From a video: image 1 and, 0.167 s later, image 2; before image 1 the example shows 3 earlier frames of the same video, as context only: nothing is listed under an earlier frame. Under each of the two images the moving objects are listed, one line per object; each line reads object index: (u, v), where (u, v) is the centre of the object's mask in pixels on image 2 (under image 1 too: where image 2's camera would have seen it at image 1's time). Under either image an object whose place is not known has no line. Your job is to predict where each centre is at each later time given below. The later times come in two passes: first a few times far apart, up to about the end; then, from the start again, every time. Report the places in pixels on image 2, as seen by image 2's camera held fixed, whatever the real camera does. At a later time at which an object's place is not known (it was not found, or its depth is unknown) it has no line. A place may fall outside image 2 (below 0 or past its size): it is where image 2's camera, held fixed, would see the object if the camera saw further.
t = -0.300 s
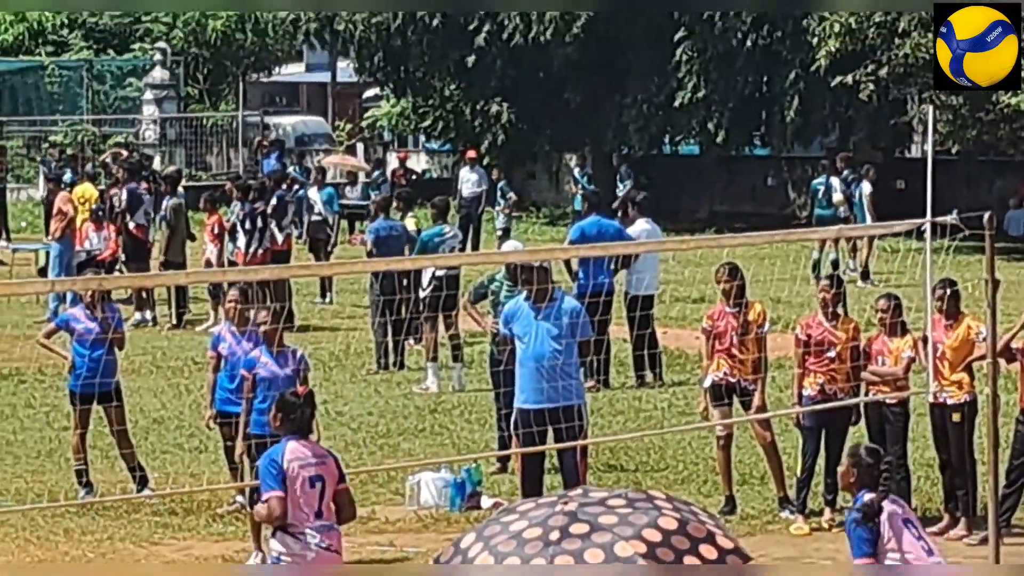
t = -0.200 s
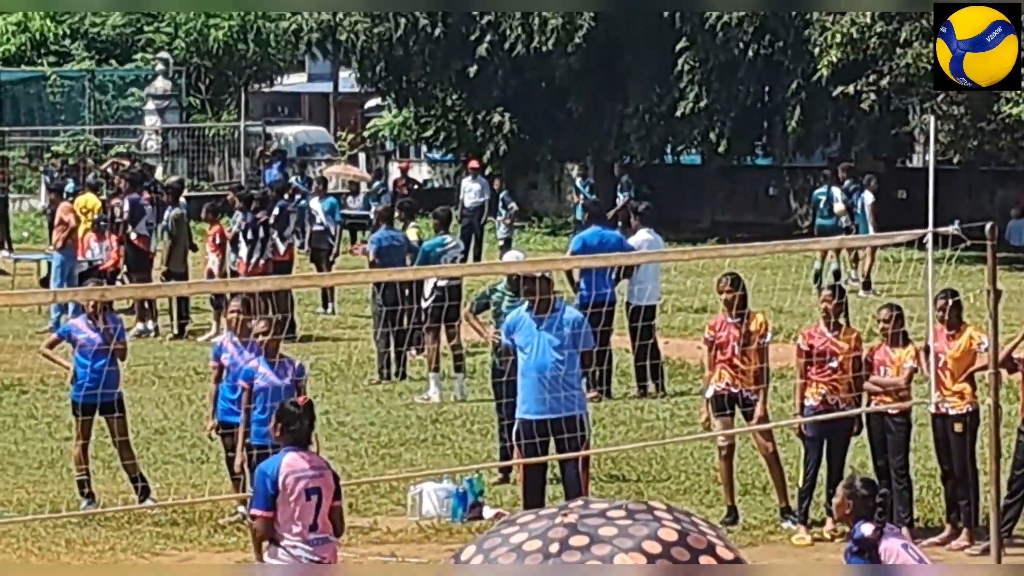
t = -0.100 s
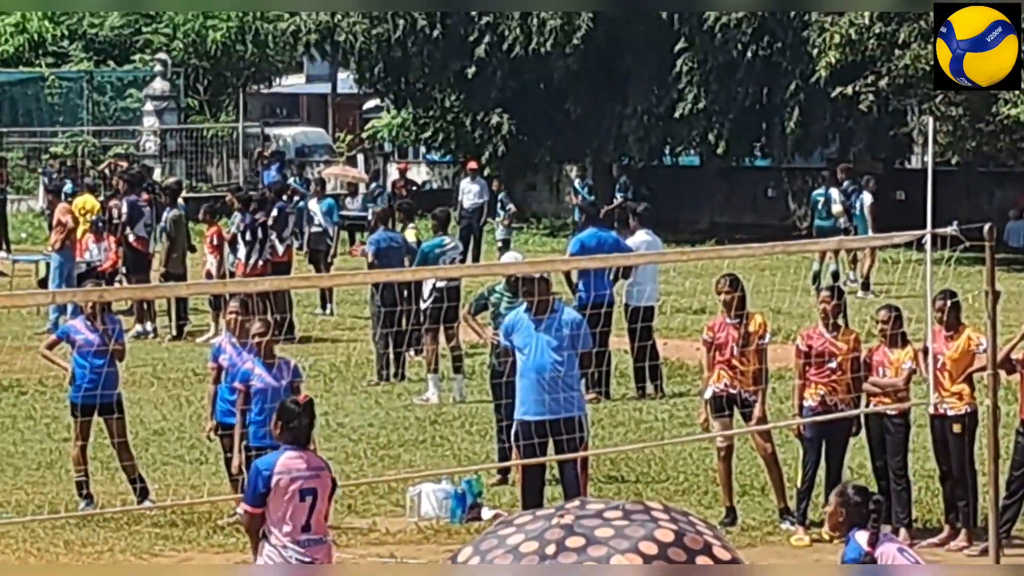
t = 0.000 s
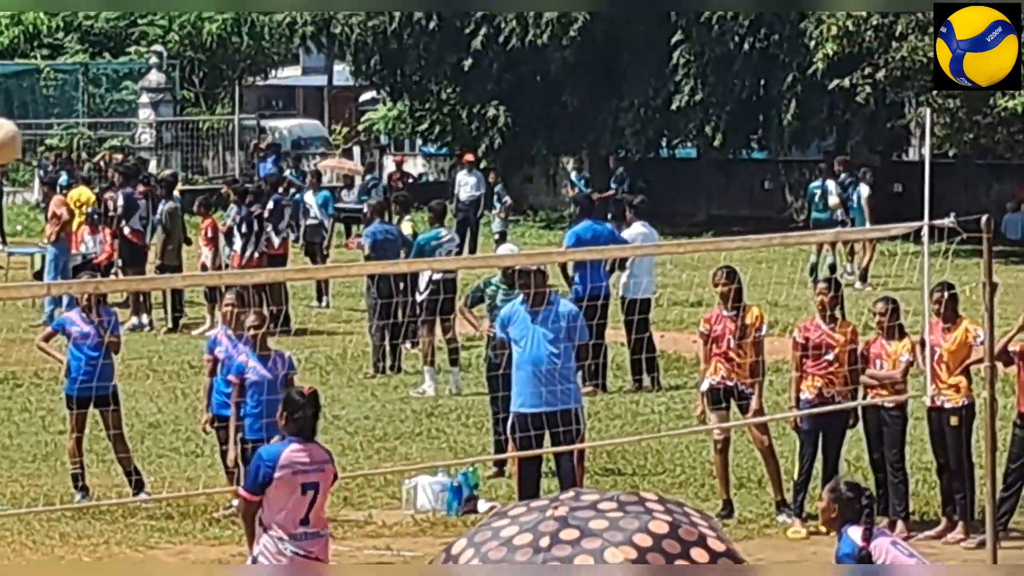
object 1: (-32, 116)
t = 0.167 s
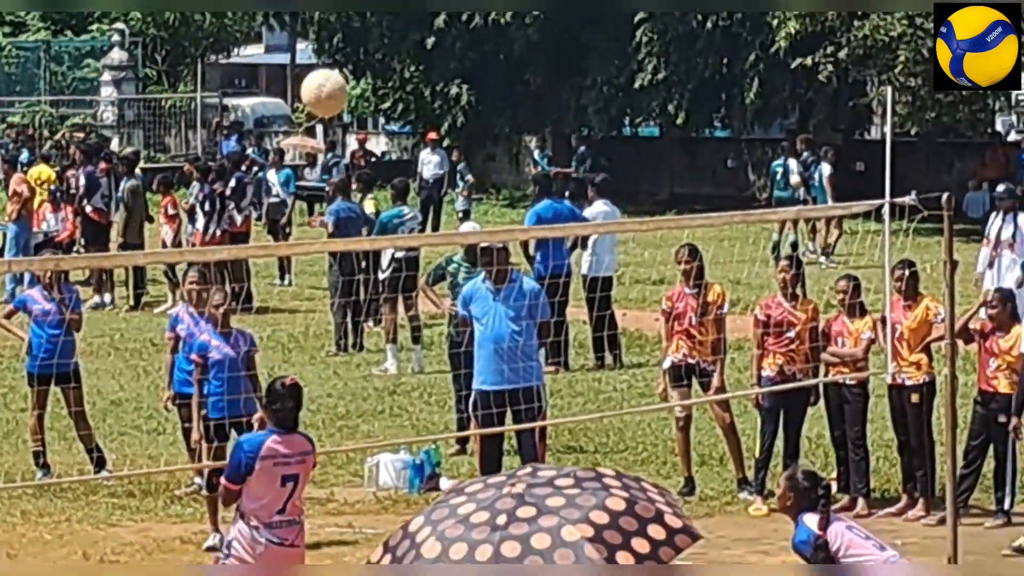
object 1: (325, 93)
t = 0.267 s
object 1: (547, 114)
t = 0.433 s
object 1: (927, 208)
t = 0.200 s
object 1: (398, 97)
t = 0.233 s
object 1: (472, 104)
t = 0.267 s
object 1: (547, 114)
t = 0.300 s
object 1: (621, 127)
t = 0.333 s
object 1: (697, 143)
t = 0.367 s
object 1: (771, 162)
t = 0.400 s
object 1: (849, 182)
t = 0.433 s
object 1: (927, 208)
